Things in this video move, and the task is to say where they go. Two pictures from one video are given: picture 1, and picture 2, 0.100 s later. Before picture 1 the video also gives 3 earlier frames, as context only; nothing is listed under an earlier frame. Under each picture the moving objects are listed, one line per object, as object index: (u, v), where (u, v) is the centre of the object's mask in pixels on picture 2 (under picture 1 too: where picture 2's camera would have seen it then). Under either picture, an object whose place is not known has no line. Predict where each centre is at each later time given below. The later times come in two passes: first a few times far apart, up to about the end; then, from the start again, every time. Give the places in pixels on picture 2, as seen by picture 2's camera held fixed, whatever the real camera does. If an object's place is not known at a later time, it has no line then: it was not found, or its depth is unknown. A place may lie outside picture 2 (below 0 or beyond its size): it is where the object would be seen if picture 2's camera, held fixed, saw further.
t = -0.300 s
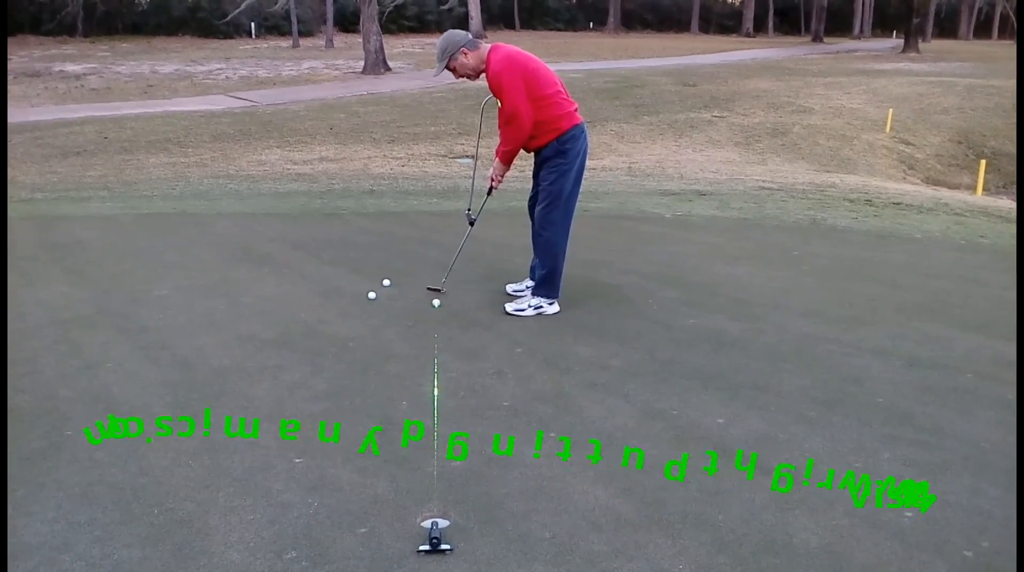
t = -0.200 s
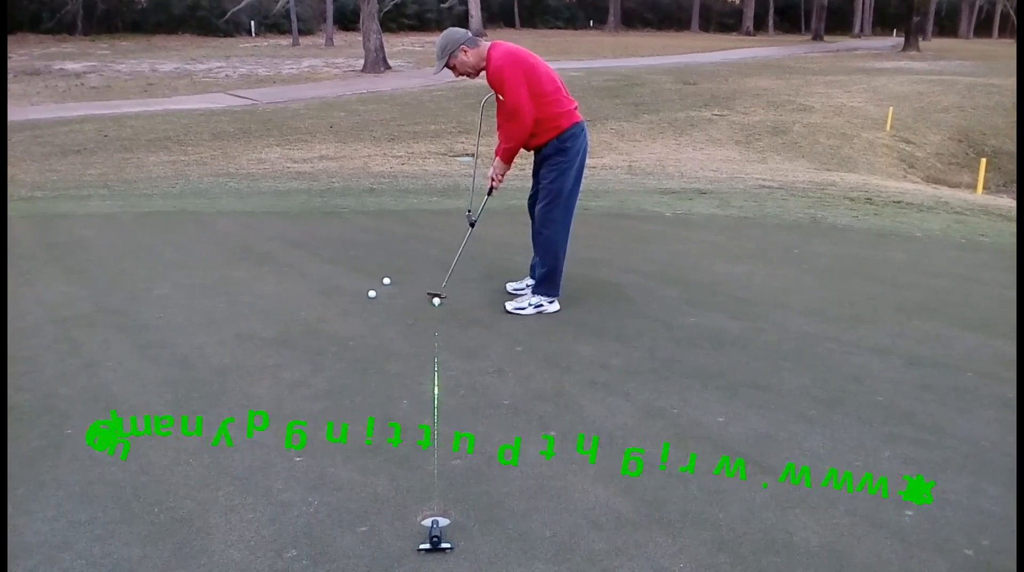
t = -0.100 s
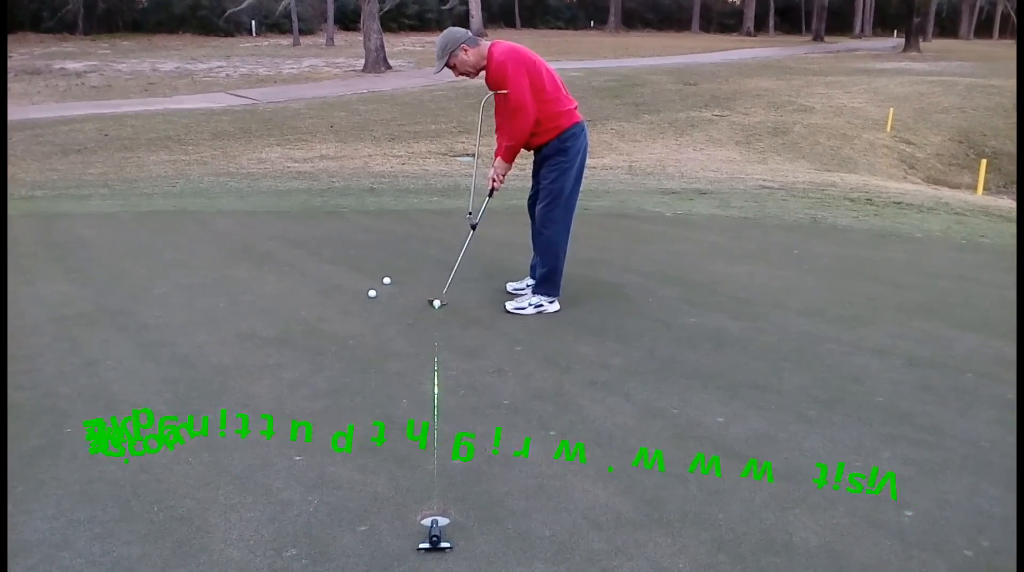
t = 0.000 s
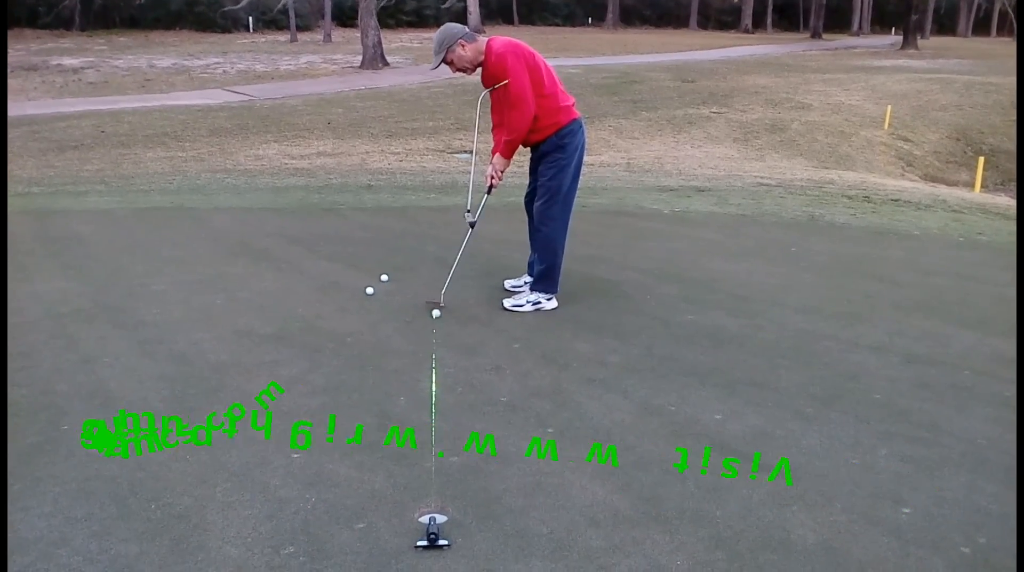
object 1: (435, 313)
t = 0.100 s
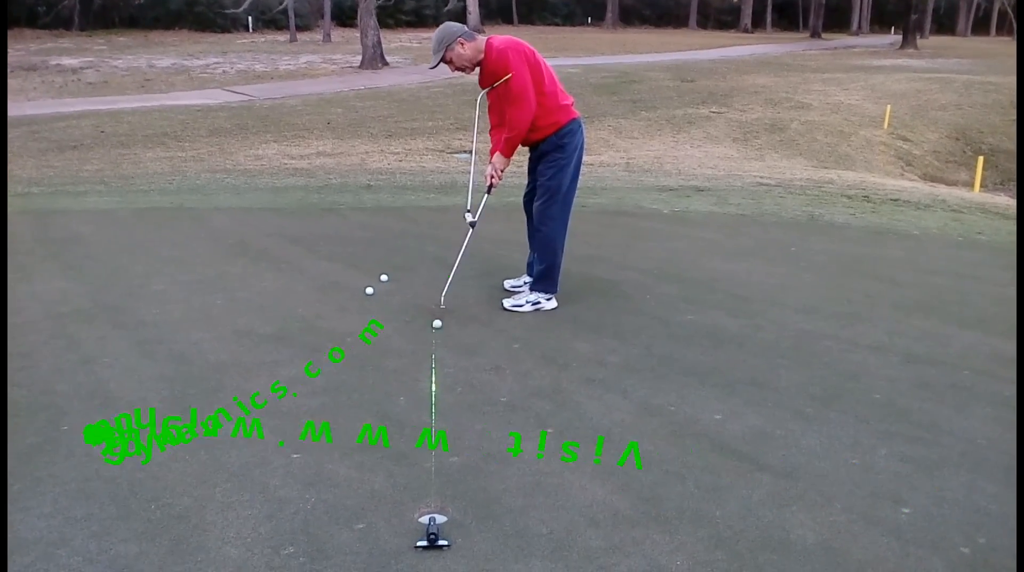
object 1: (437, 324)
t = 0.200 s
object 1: (439, 335)
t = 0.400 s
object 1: (442, 357)
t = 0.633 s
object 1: (445, 387)
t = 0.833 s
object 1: (447, 415)
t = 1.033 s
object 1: (447, 446)
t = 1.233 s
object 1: (446, 480)
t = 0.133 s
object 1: (438, 328)
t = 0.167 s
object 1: (438, 331)
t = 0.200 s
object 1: (439, 335)
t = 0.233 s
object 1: (439, 339)
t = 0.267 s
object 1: (439, 342)
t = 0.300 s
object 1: (440, 346)
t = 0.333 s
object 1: (441, 350)
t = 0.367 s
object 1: (441, 353)
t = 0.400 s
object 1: (442, 357)
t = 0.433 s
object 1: (443, 362)
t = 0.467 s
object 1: (443, 365)
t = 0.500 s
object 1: (443, 370)
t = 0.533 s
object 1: (444, 374)
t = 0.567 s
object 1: (444, 378)
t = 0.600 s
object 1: (445, 383)
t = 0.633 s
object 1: (445, 387)
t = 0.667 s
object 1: (445, 392)
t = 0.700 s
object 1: (446, 397)
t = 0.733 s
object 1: (446, 401)
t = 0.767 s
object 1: (446, 406)
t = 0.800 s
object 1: (447, 411)
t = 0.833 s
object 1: (447, 415)
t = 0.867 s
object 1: (447, 421)
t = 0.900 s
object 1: (447, 426)
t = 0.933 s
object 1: (447, 431)
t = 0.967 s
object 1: (447, 436)
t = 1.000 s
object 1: (447, 441)
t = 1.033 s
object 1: (447, 446)
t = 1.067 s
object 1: (447, 452)
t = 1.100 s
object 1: (447, 457)
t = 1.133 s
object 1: (447, 463)
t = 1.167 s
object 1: (446, 469)
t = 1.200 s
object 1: (446, 474)
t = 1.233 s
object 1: (446, 480)
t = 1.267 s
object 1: (445, 486)
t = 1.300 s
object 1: (444, 492)
